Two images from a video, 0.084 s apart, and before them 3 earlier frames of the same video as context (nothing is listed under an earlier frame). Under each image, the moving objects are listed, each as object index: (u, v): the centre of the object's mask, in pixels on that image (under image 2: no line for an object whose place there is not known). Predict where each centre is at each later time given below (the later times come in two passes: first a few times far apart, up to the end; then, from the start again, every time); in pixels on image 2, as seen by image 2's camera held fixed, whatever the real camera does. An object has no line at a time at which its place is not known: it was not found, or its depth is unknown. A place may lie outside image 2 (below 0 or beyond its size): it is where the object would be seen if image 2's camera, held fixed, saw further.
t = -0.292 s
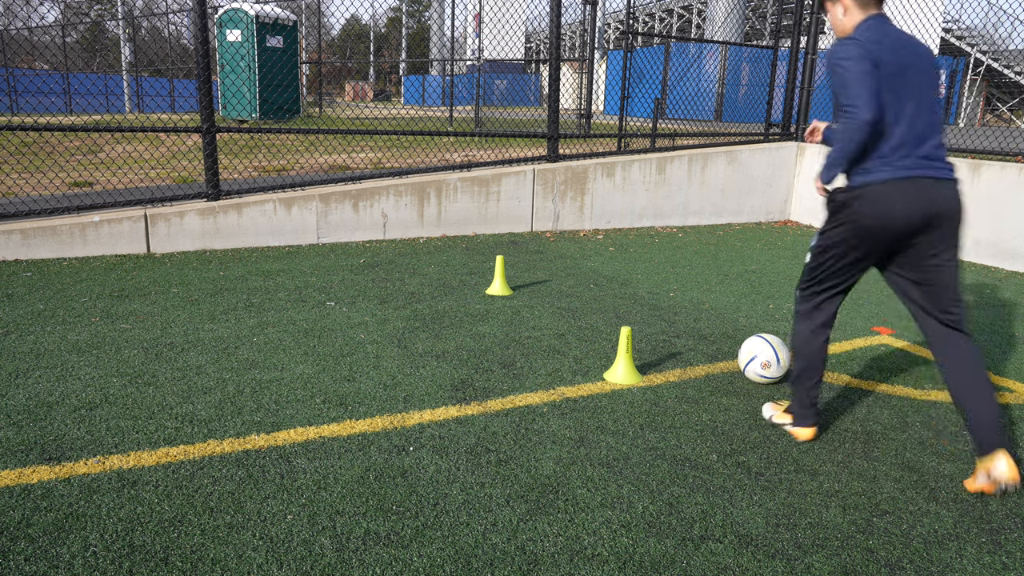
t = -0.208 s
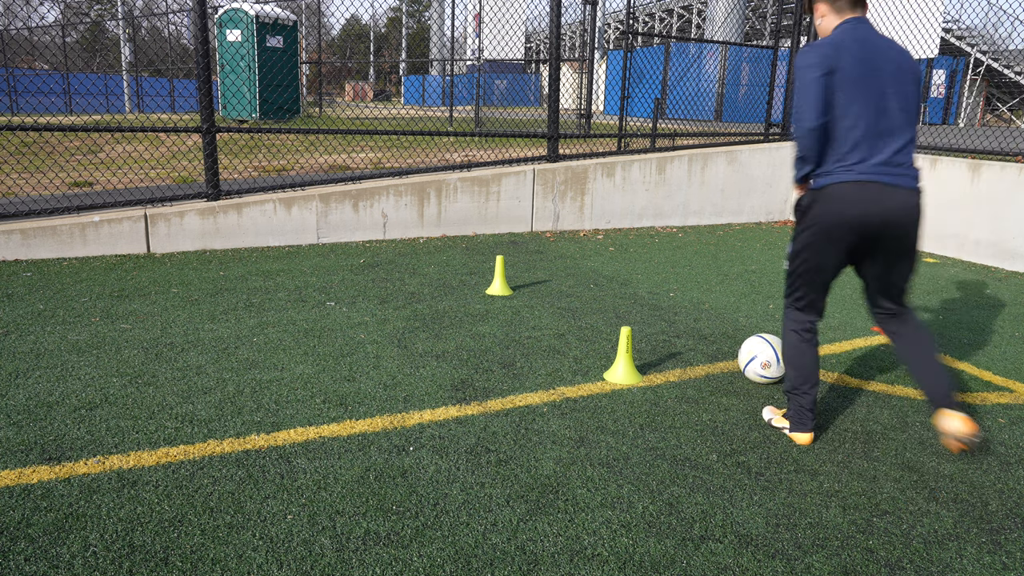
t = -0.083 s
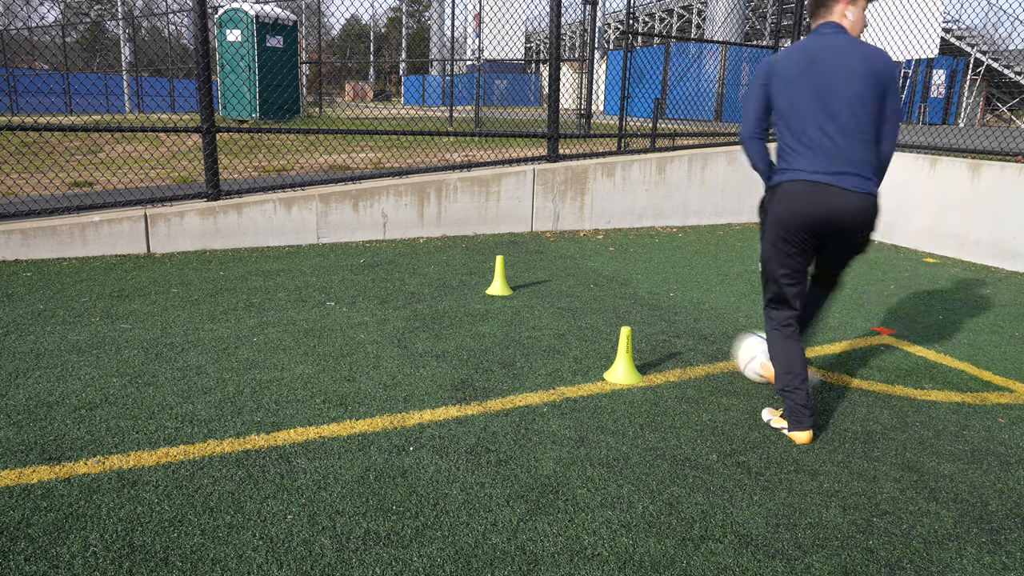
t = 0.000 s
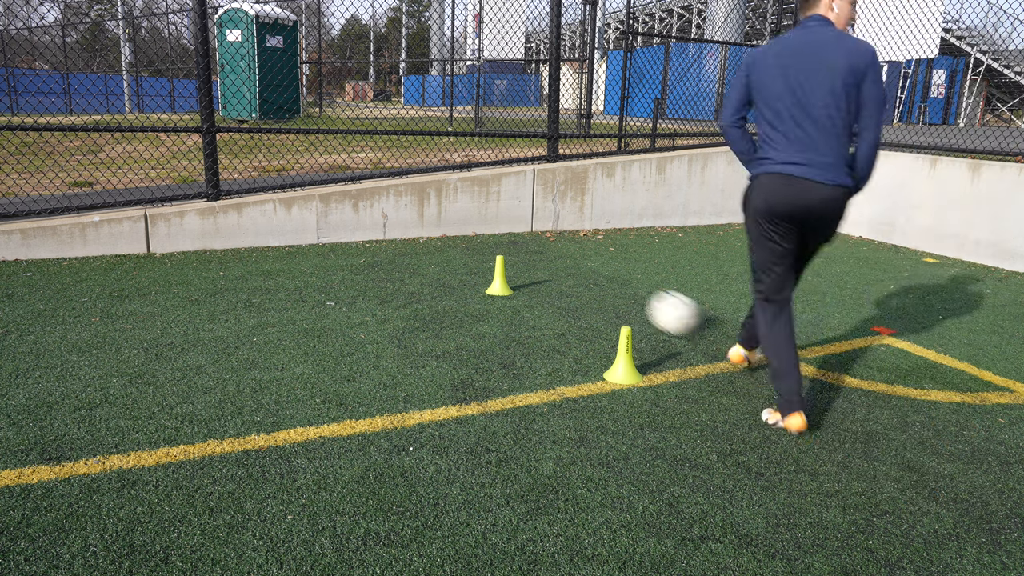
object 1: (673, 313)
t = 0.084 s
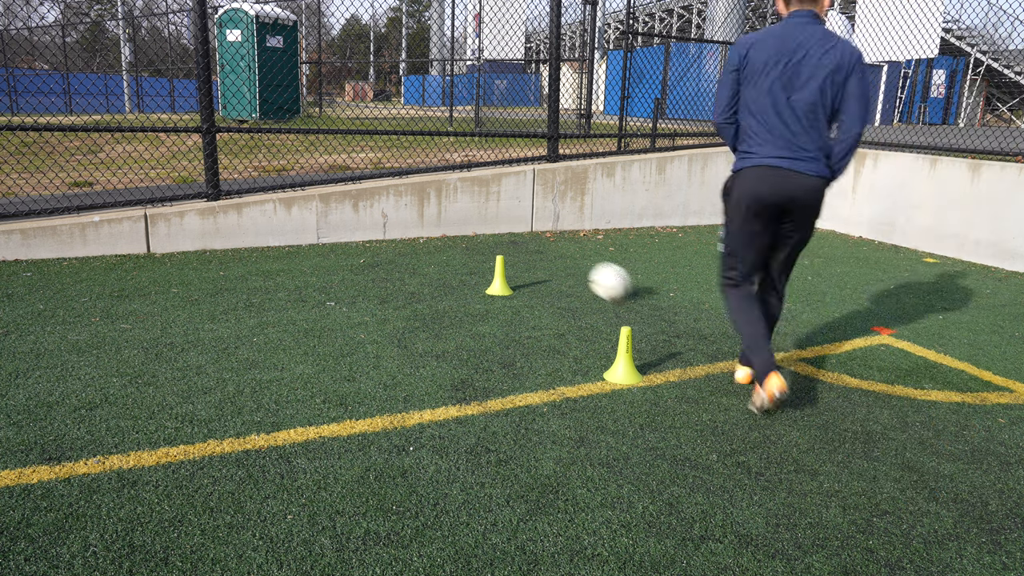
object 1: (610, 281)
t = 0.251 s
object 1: (530, 242)
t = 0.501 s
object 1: (528, 219)
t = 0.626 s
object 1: (569, 238)
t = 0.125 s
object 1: (586, 269)
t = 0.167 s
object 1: (564, 259)
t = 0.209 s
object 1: (546, 249)
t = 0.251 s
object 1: (530, 242)
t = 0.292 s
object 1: (515, 236)
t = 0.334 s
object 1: (503, 228)
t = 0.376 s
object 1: (496, 222)
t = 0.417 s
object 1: (506, 219)
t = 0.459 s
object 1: (517, 218)
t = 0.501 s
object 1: (528, 219)
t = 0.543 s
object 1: (538, 223)
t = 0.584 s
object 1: (554, 230)
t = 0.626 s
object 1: (569, 238)
